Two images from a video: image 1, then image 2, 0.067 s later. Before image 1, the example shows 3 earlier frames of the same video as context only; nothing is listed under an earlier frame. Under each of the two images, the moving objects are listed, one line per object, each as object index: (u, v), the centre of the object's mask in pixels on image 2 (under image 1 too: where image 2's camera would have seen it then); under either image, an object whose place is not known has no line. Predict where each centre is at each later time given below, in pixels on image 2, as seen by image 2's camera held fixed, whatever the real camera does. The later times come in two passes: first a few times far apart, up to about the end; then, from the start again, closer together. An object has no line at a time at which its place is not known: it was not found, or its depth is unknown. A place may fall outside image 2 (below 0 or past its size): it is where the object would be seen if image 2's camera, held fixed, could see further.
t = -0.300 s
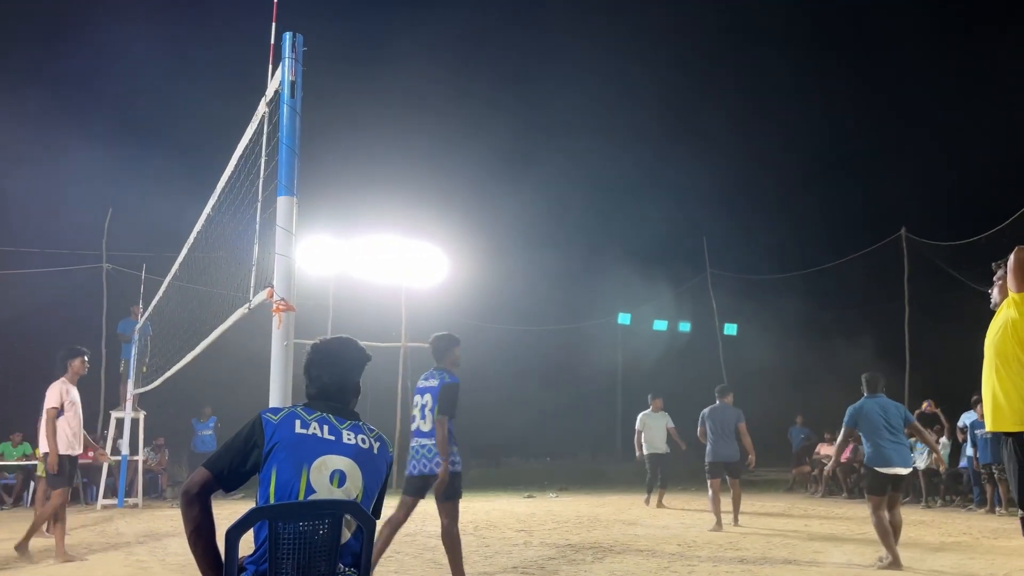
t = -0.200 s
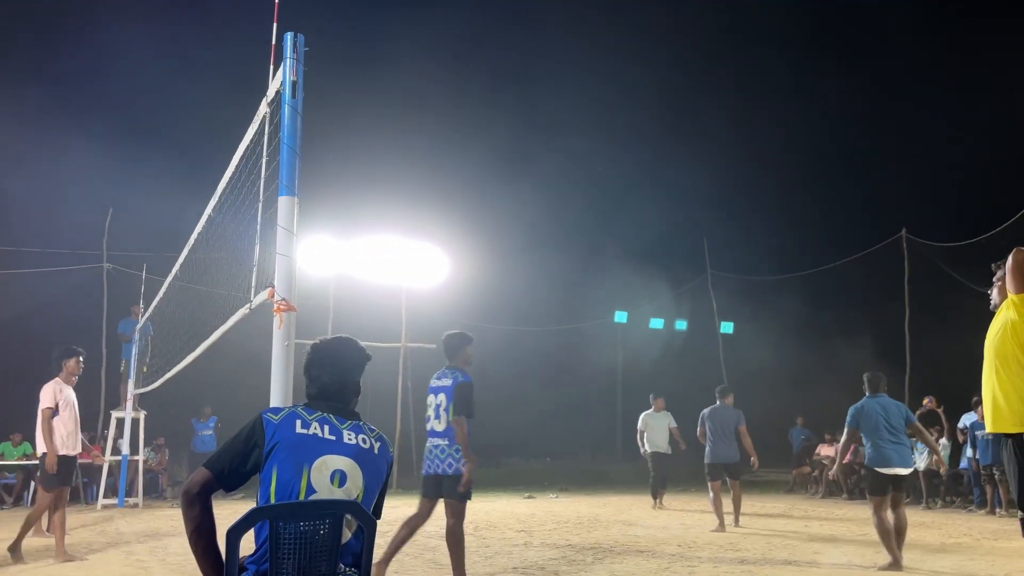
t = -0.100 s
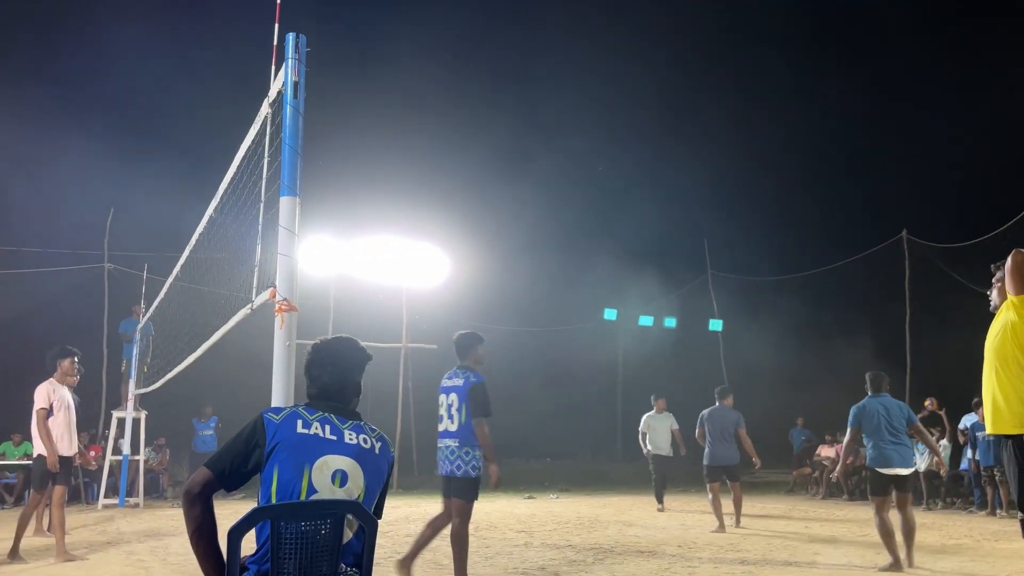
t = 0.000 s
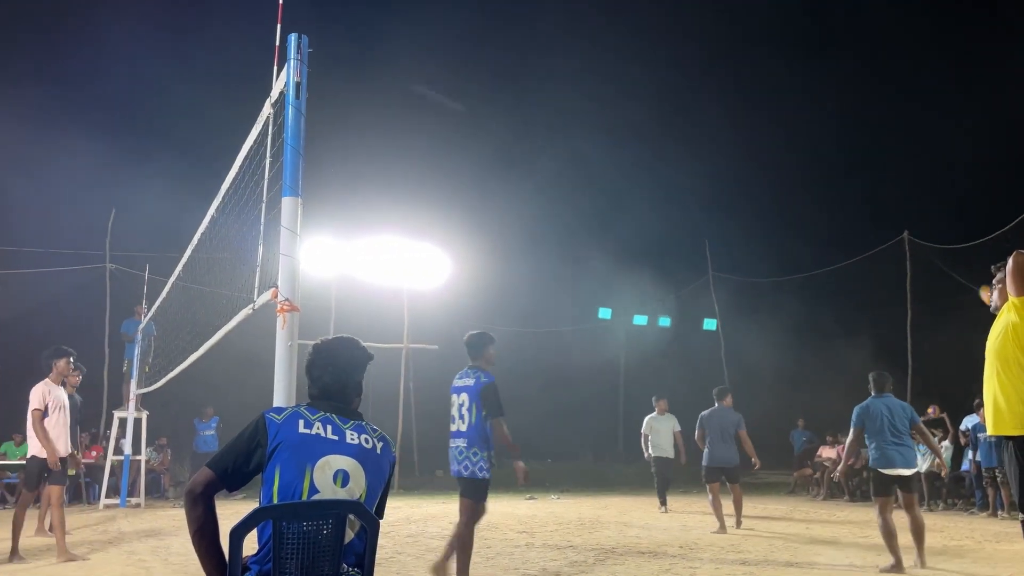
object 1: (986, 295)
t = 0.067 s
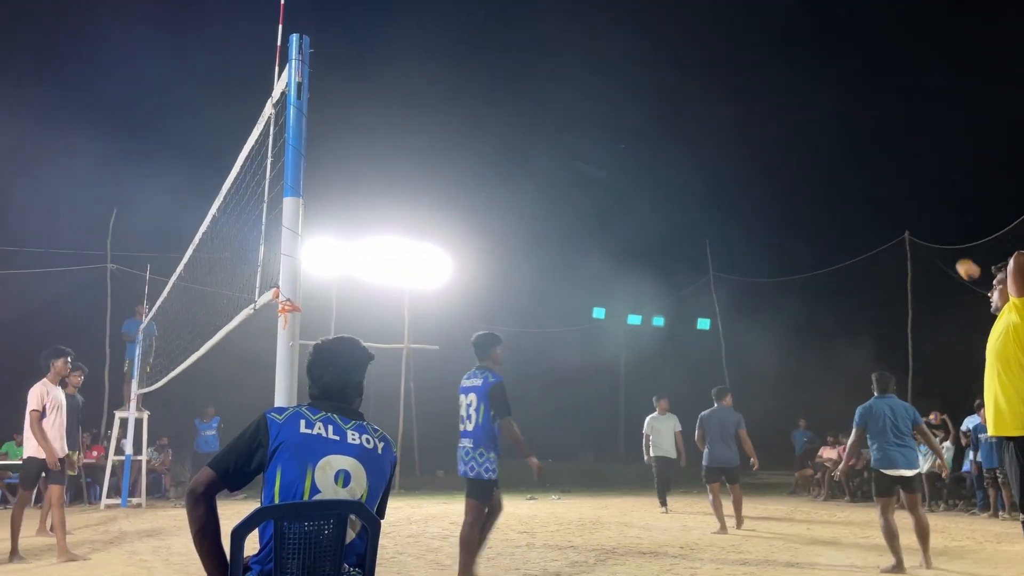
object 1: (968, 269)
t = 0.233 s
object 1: (908, 220)
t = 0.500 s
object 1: (816, 183)
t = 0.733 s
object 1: (738, 198)
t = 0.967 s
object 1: (659, 256)
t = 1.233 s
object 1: (565, 380)
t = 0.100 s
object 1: (956, 258)
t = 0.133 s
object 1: (943, 247)
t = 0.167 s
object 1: (931, 237)
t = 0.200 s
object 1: (919, 228)
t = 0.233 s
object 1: (908, 220)
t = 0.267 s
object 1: (896, 212)
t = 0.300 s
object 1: (884, 205)
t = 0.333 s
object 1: (873, 199)
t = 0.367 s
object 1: (862, 194)
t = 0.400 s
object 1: (850, 191)
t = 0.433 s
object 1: (839, 187)
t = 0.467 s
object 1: (827, 185)
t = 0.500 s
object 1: (816, 183)
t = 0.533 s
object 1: (805, 183)
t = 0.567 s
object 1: (794, 183)
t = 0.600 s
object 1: (783, 185)
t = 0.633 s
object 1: (772, 187)
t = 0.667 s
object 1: (761, 190)
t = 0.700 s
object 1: (749, 194)
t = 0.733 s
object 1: (738, 198)
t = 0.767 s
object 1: (727, 203)
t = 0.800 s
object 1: (715, 210)
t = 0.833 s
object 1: (704, 217)
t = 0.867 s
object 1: (693, 225)
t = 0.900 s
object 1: (681, 235)
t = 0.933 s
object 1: (670, 245)
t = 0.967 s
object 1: (659, 256)
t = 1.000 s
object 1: (647, 268)
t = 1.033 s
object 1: (636, 280)
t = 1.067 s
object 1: (625, 294)
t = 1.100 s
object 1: (614, 309)
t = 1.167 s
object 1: (589, 343)
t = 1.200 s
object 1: (577, 361)
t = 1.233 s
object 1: (565, 380)
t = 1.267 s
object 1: (553, 401)
